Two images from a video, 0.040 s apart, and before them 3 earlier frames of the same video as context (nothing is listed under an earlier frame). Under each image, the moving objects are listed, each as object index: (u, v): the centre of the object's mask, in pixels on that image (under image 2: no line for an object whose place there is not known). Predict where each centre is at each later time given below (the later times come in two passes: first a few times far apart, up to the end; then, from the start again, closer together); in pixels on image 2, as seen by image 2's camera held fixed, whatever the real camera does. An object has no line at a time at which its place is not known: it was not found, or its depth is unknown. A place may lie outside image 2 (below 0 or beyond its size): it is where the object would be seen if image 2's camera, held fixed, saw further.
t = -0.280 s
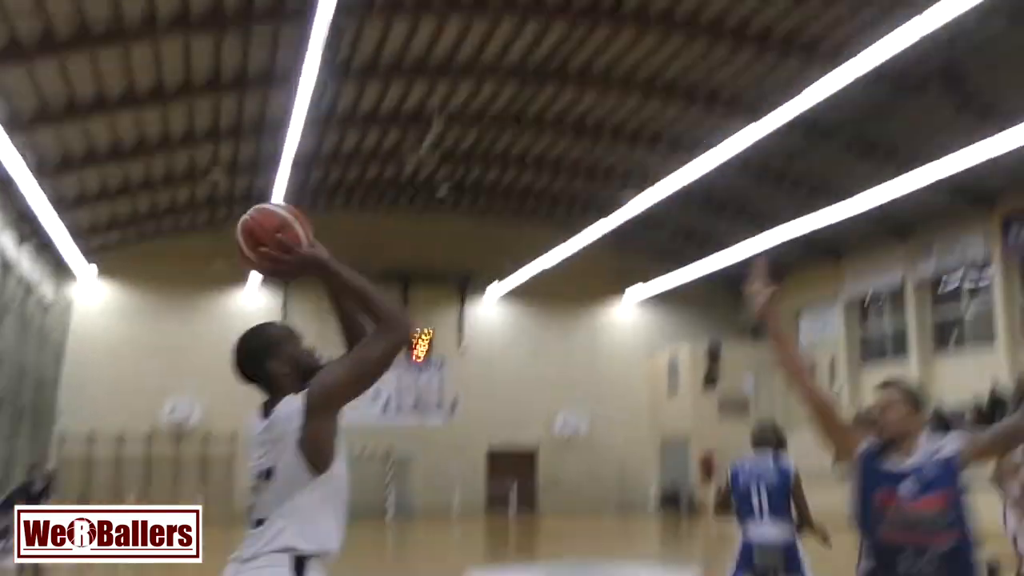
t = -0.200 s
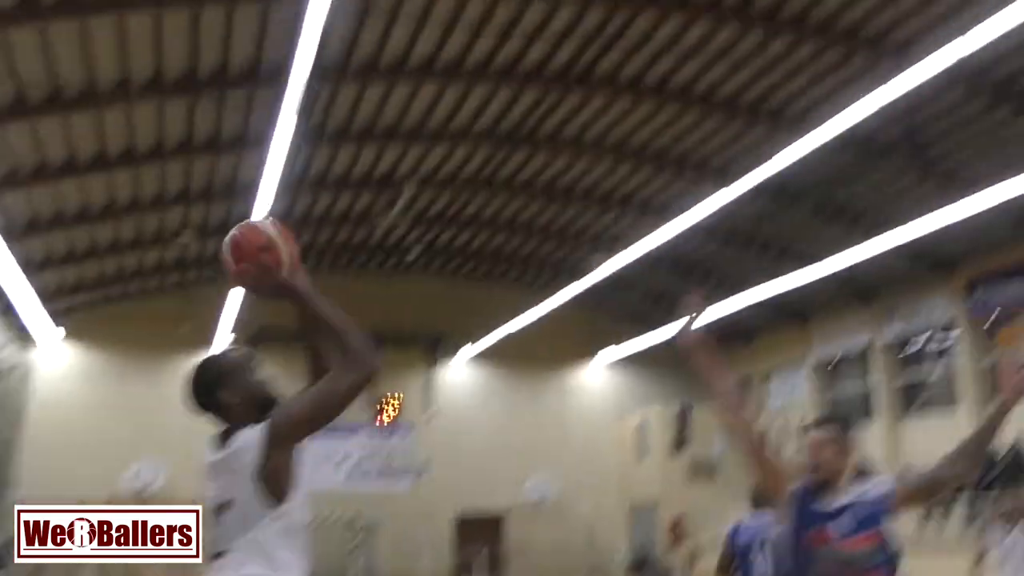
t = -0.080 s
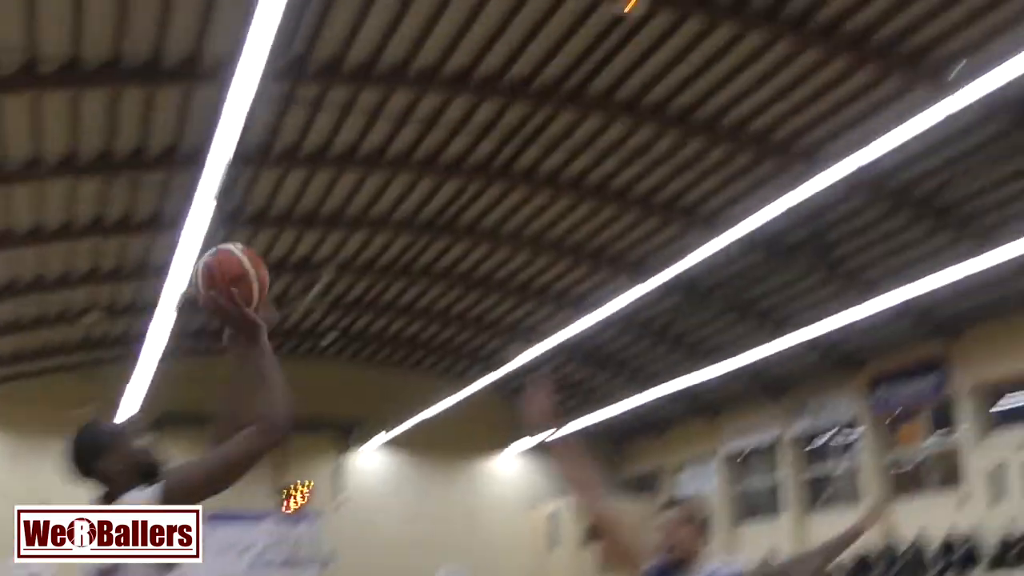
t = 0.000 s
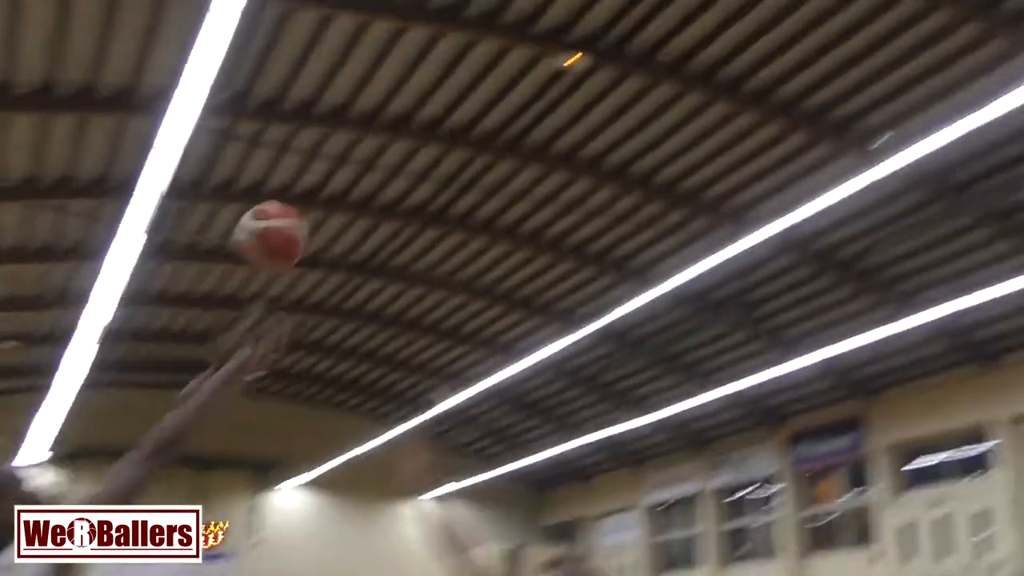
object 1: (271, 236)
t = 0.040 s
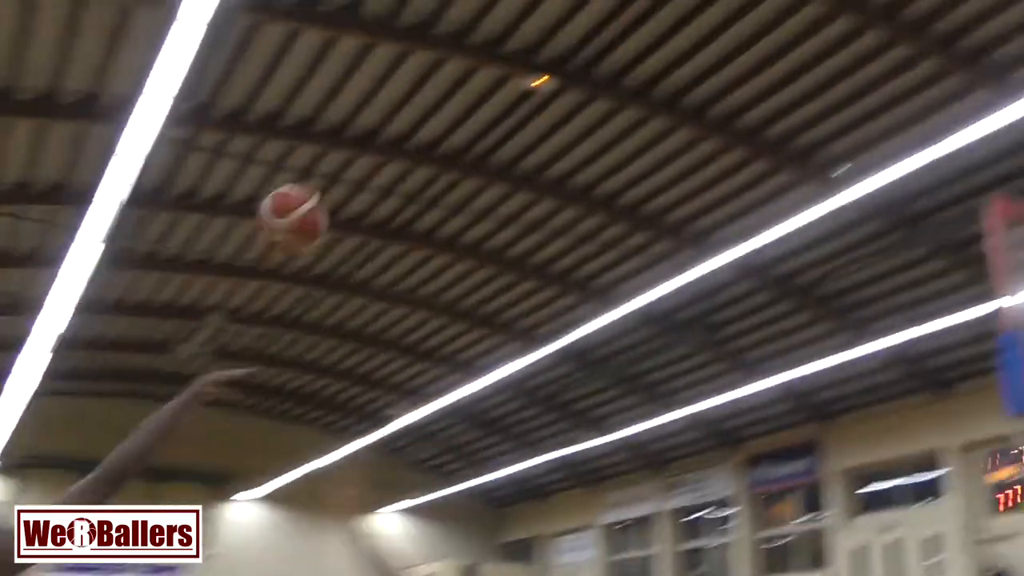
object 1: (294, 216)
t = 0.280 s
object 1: (566, 133)
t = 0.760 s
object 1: (925, 292)
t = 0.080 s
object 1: (346, 193)
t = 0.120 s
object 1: (398, 172)
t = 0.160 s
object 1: (443, 156)
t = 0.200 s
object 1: (486, 146)
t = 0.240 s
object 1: (528, 137)
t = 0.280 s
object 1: (566, 133)
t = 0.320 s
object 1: (604, 131)
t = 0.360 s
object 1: (639, 134)
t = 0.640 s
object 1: (849, 224)
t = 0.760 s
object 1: (925, 292)
